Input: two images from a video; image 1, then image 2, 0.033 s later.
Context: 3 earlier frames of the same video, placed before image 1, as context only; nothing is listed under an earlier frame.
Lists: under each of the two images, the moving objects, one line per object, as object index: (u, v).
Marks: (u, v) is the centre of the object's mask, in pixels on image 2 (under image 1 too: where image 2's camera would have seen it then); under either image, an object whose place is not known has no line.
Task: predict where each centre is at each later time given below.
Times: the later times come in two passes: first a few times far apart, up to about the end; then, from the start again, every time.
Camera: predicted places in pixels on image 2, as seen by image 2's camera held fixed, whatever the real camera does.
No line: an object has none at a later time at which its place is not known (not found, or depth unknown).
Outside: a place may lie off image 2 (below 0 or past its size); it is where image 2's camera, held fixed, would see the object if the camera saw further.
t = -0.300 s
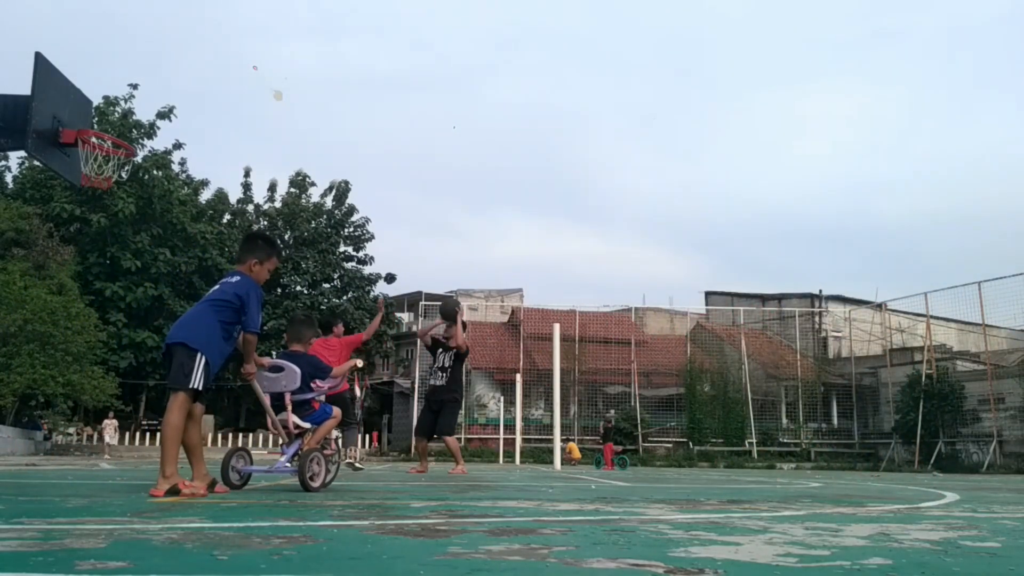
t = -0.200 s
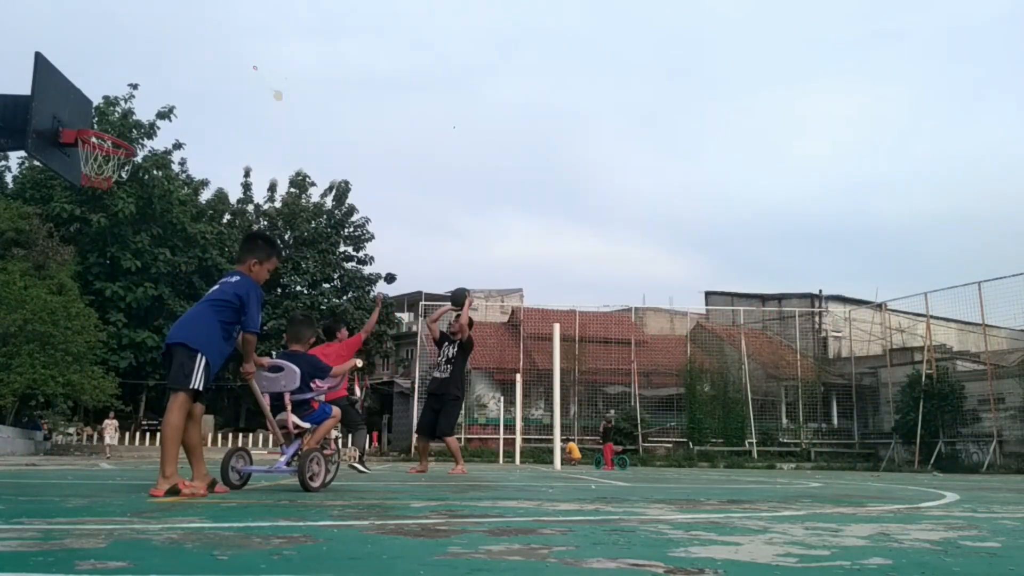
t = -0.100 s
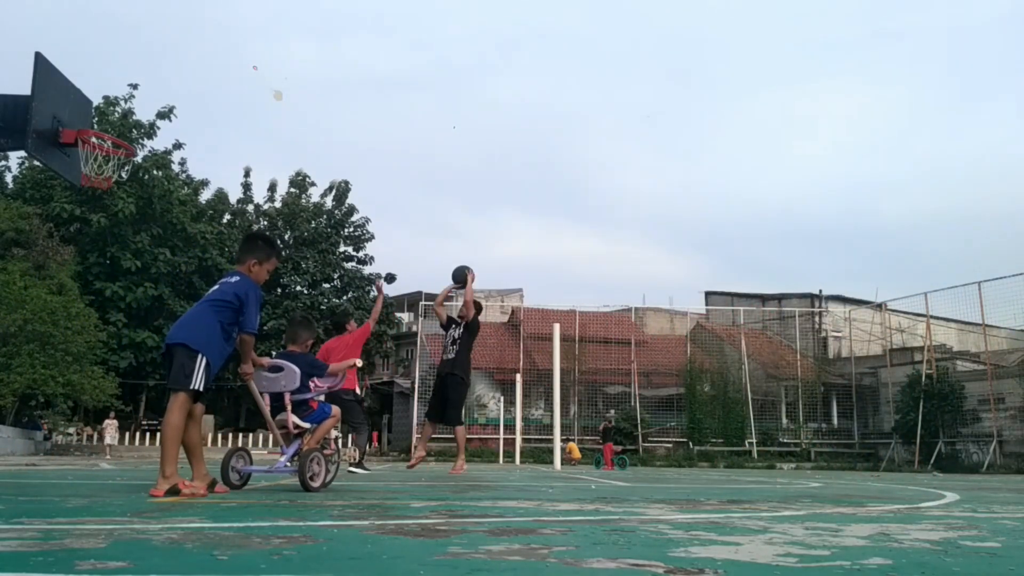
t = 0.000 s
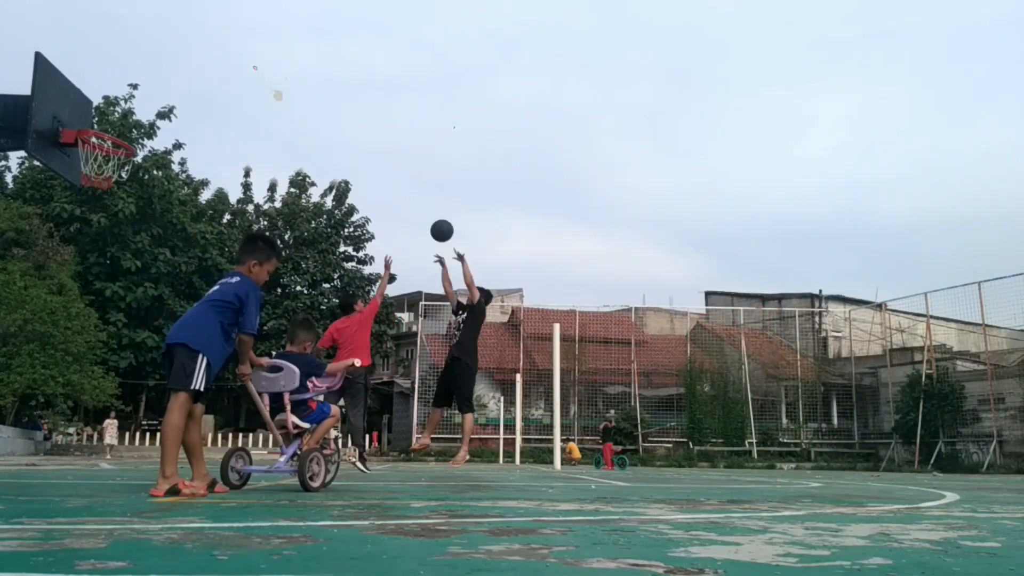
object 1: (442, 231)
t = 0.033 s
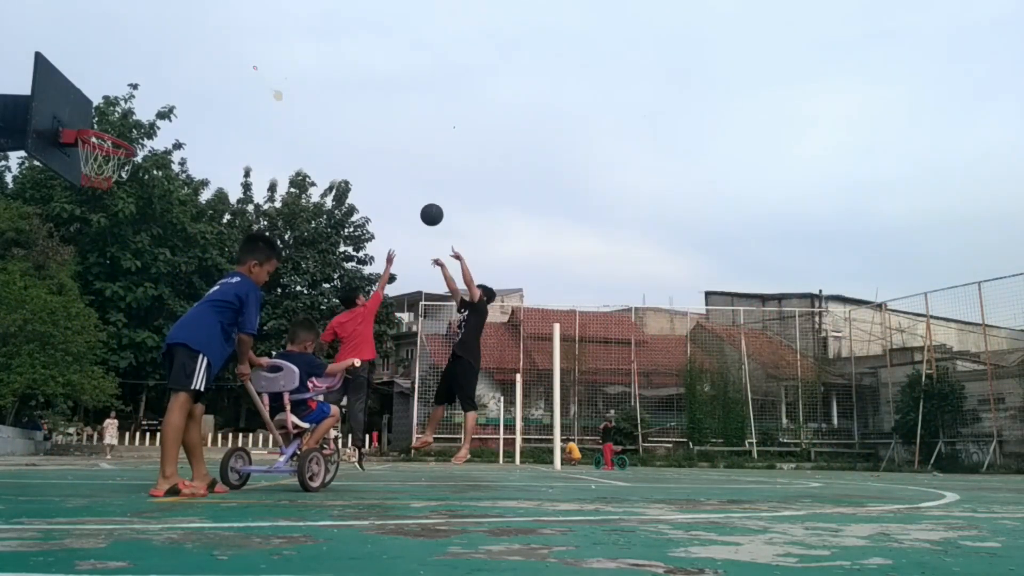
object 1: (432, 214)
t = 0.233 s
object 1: (369, 138)
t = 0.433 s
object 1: (302, 95)
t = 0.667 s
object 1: (216, 91)
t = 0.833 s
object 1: (148, 123)
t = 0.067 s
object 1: (422, 199)
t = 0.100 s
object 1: (411, 185)
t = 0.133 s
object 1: (401, 172)
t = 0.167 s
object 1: (390, 160)
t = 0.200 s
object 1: (380, 148)
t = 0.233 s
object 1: (369, 138)
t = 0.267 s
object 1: (358, 128)
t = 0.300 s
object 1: (347, 120)
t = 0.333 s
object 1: (336, 112)
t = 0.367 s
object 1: (325, 105)
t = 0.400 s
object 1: (313, 100)
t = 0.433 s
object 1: (302, 95)
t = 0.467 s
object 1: (290, 91)
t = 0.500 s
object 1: (278, 89)
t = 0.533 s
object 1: (266, 87)
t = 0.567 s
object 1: (253, 86)
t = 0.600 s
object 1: (241, 87)
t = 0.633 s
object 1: (228, 88)
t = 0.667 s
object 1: (216, 91)
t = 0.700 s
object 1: (203, 95)
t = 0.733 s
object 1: (189, 100)
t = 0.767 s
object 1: (176, 106)
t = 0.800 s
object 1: (162, 114)
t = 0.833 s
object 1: (148, 123)
